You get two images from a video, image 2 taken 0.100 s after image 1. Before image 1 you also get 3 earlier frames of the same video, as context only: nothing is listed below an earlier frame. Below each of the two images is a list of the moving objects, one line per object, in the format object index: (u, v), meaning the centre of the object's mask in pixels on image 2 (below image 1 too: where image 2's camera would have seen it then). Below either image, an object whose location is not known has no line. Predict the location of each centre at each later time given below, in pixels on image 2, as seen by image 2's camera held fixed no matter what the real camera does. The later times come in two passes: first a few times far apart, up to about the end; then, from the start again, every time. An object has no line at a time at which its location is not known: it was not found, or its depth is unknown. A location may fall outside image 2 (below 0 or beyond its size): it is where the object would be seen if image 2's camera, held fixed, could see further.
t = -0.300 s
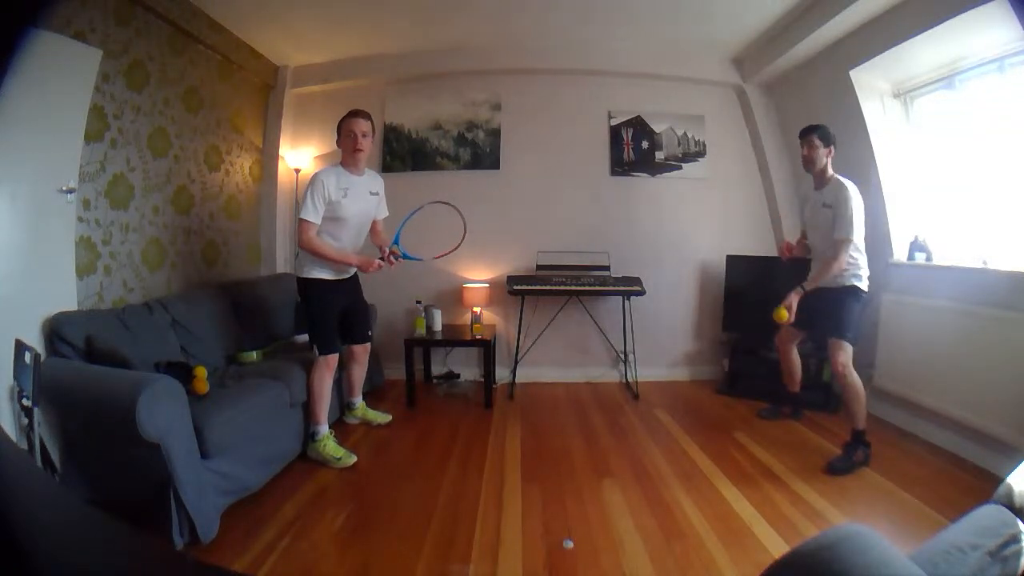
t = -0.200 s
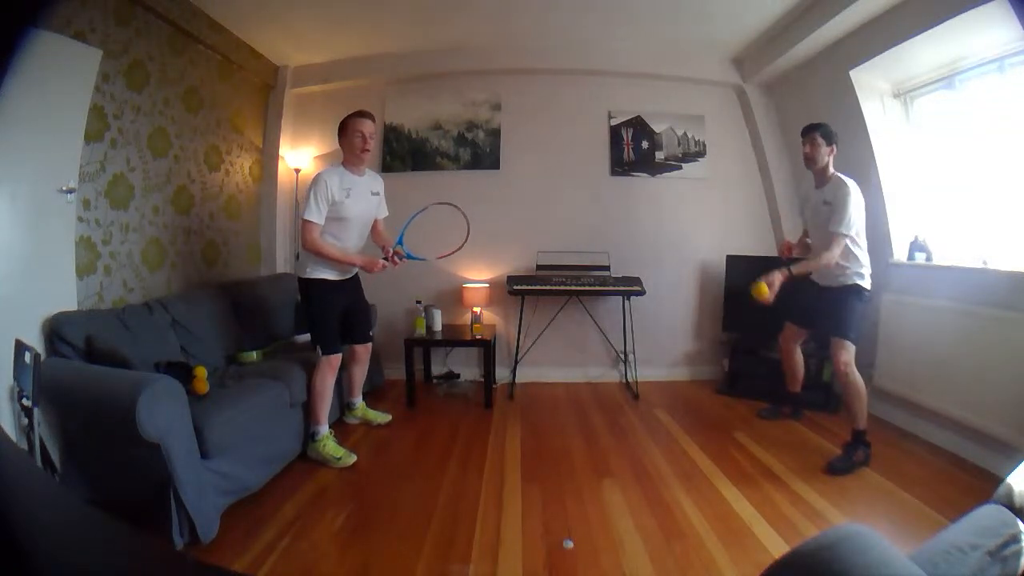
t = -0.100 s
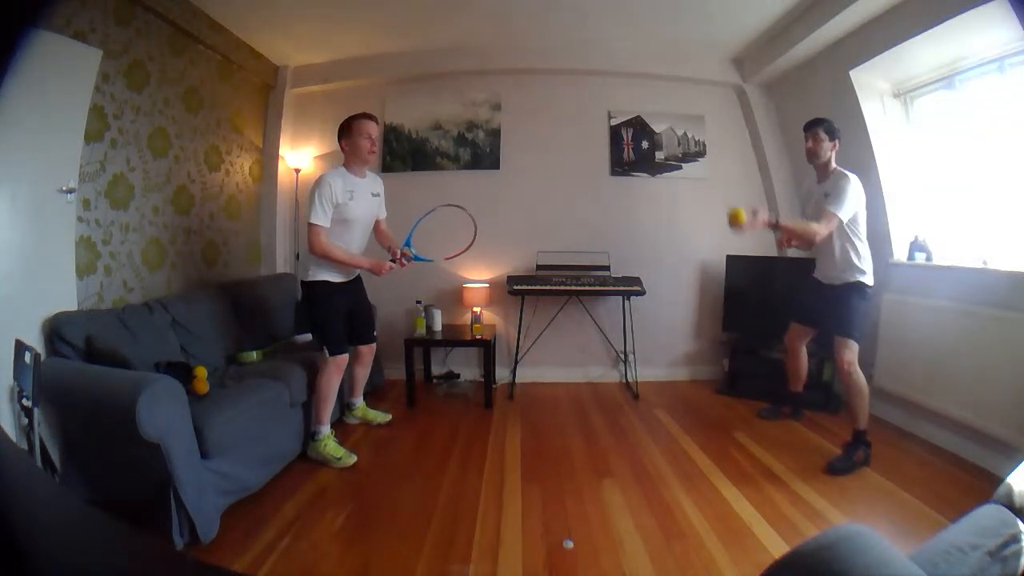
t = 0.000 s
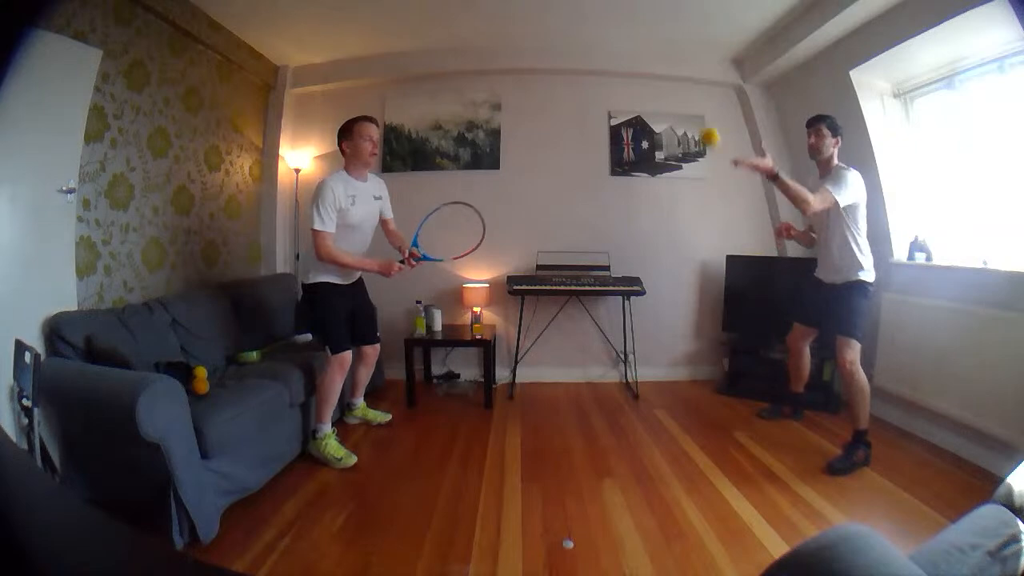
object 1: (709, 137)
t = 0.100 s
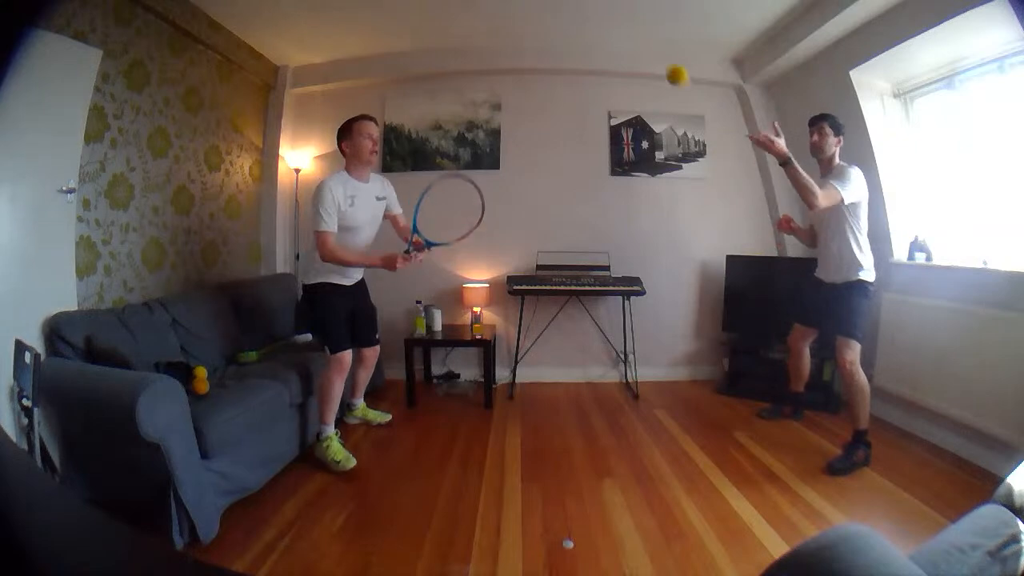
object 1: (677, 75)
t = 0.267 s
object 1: (615, 18)
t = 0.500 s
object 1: (504, 55)
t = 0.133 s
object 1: (665, 59)
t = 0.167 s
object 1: (653, 45)
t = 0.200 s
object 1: (640, 33)
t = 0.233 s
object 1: (628, 25)
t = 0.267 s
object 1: (615, 18)
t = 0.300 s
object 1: (601, 13)
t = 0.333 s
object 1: (588, 12)
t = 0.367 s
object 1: (572, 12)
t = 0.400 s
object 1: (557, 17)
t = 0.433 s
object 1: (541, 25)
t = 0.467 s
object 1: (523, 38)
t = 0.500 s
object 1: (504, 55)
